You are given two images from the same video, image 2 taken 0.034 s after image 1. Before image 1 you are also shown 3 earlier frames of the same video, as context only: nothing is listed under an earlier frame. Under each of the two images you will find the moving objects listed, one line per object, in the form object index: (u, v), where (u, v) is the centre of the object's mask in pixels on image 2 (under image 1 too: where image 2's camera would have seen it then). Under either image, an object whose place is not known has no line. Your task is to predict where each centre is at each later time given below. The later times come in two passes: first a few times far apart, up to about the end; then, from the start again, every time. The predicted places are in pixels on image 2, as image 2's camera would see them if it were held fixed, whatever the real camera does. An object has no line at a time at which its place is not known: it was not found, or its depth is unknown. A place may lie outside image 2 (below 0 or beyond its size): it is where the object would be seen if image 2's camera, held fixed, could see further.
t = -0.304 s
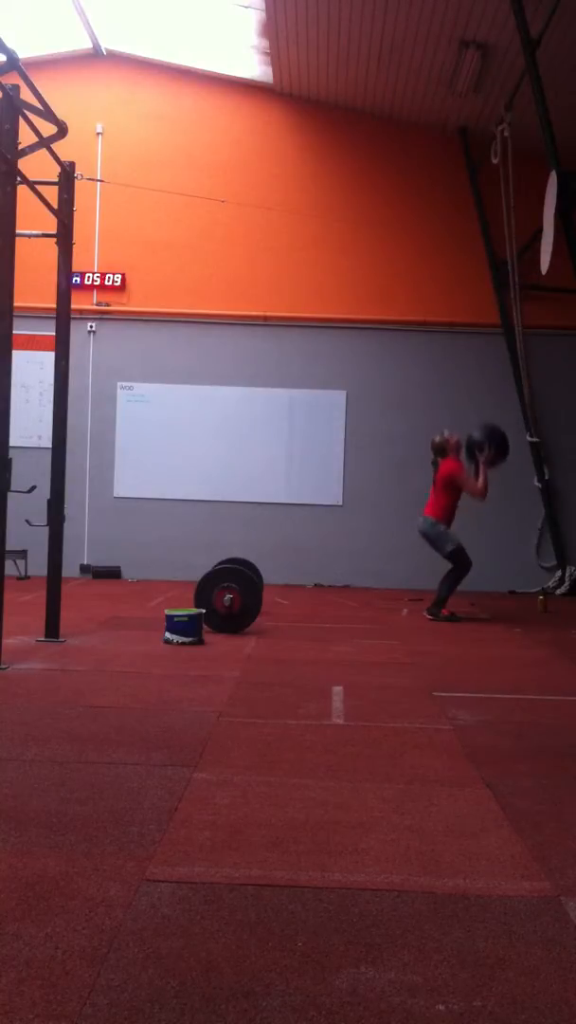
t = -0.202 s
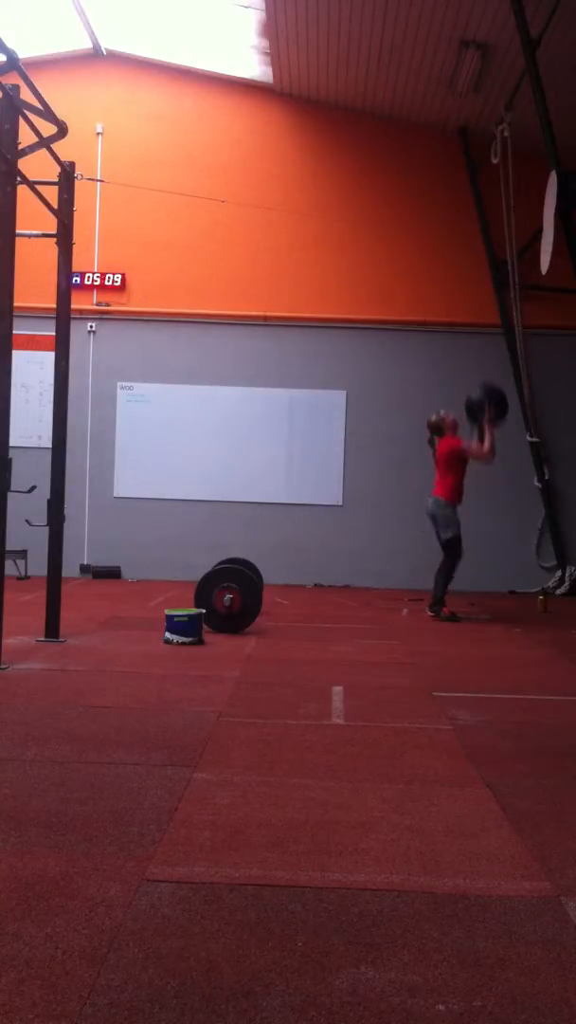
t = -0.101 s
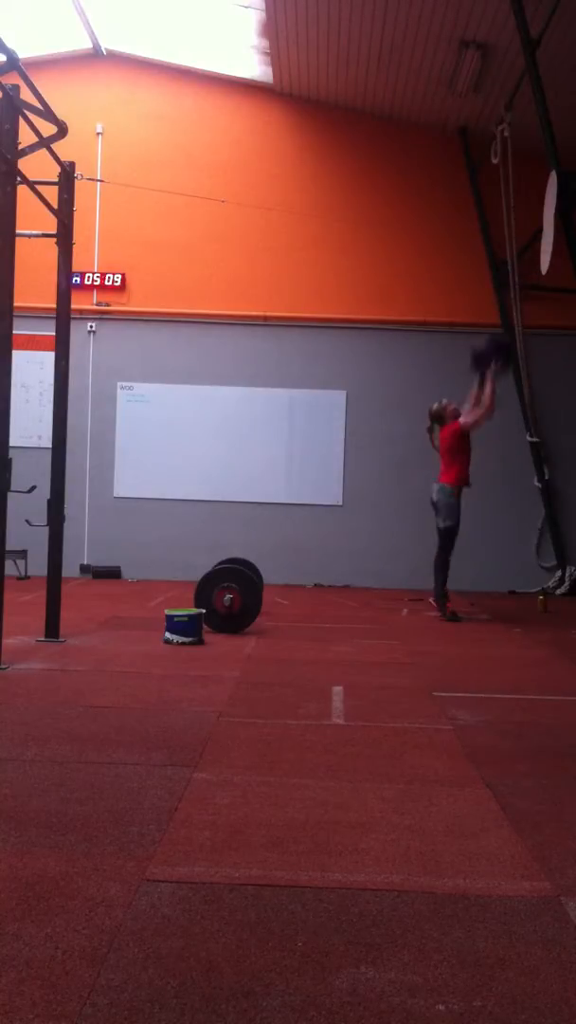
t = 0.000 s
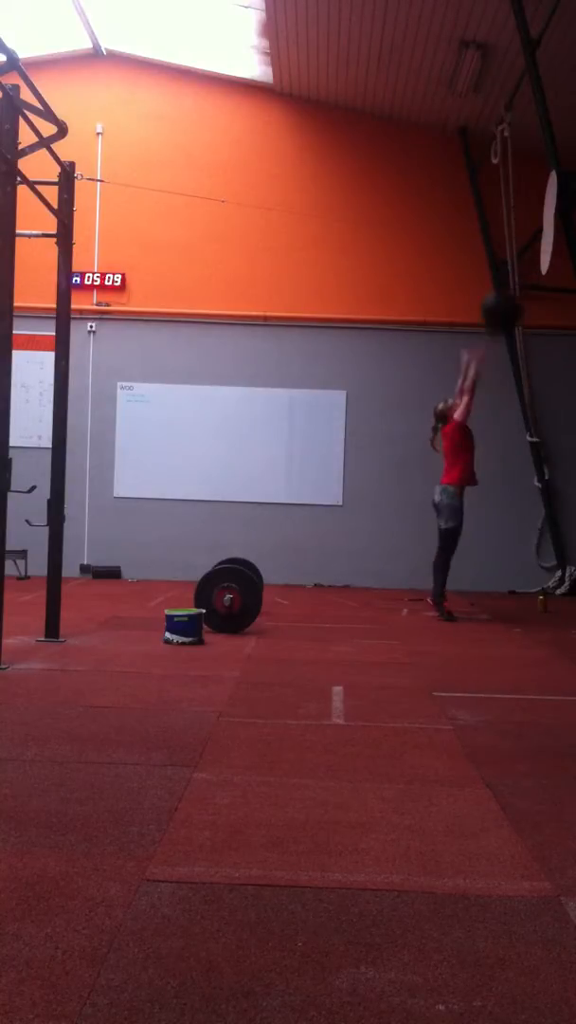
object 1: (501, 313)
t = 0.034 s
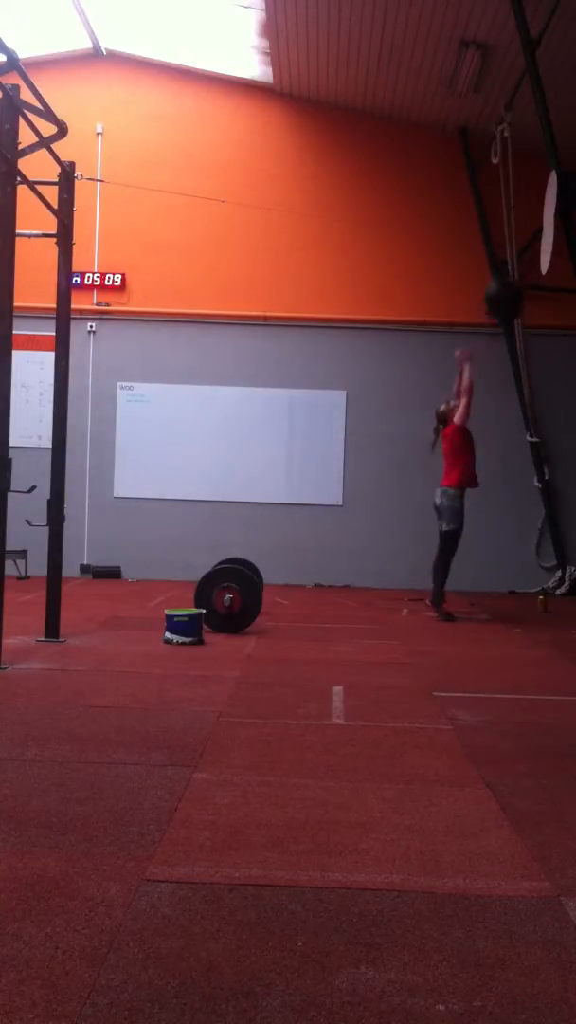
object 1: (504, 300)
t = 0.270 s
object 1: (525, 251)
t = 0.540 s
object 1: (517, 276)
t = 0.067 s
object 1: (505, 288)
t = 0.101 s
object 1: (507, 280)
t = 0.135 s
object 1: (511, 270)
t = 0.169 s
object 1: (513, 266)
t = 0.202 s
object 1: (518, 258)
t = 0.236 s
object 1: (520, 254)
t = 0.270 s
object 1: (525, 251)
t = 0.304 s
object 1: (526, 250)
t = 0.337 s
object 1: (525, 250)
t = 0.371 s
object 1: (525, 251)
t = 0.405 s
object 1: (525, 252)
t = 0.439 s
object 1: (523, 254)
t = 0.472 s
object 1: (521, 260)
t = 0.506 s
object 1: (520, 266)
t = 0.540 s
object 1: (517, 276)
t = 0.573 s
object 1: (517, 284)
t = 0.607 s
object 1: (516, 294)
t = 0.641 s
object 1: (515, 307)
